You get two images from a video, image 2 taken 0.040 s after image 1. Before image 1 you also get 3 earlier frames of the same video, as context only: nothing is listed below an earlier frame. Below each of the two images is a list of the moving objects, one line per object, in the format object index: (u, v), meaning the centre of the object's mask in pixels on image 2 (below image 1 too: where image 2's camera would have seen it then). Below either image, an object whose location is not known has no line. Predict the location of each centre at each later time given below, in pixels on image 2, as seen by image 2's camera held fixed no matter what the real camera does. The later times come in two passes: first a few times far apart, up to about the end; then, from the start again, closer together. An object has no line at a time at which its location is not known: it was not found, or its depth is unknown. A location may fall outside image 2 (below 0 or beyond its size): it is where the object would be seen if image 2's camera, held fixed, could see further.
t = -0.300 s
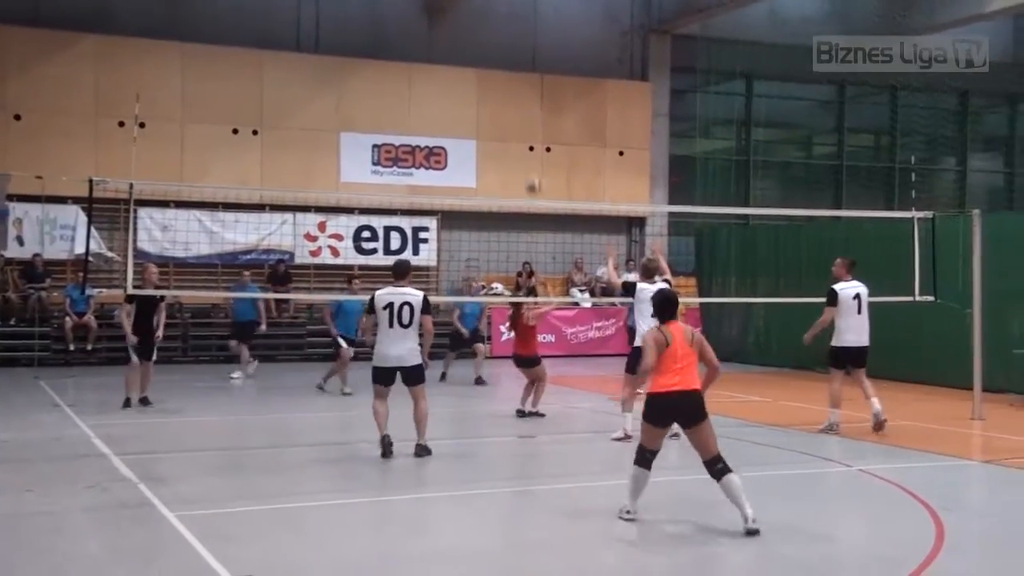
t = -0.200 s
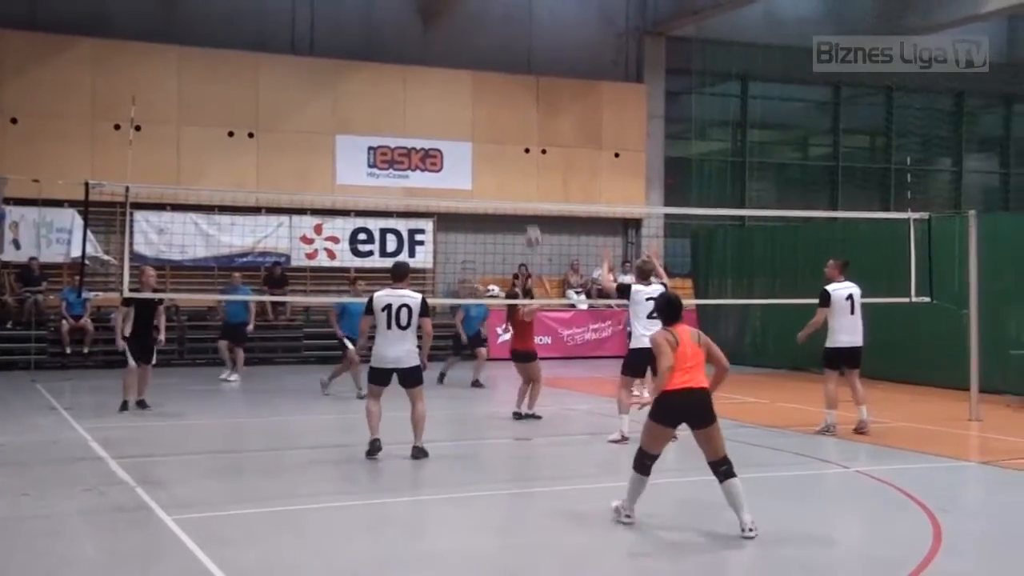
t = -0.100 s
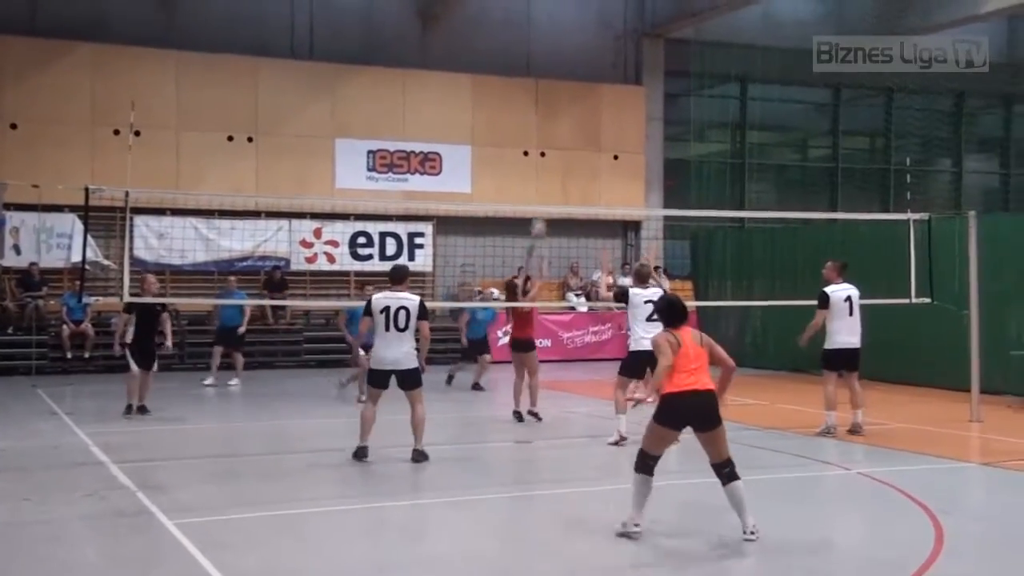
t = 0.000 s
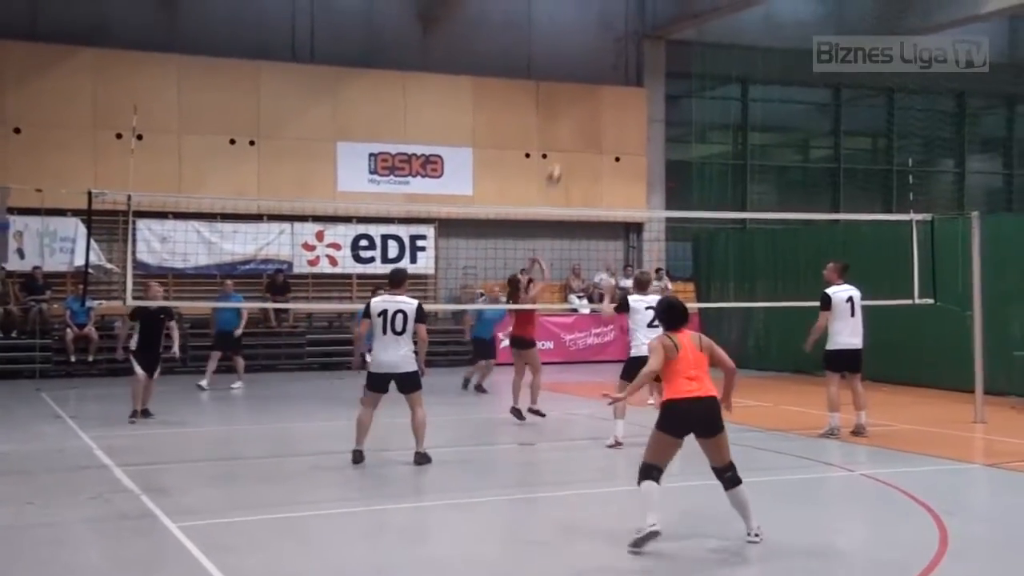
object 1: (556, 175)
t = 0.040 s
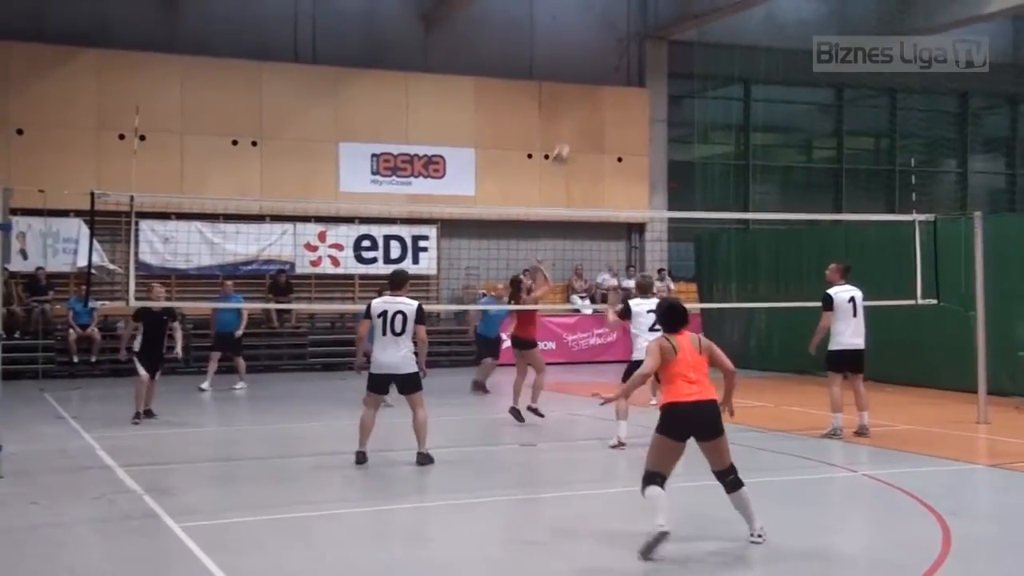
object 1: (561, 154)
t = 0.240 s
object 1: (588, 73)
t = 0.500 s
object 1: (621, 22)
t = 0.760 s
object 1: (652, 28)
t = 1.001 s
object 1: (678, 76)
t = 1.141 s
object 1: (693, 123)
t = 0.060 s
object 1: (564, 143)
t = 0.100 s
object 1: (569, 125)
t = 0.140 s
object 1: (574, 110)
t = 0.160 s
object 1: (577, 102)
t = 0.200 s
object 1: (583, 86)
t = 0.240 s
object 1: (588, 73)
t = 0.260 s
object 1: (591, 68)
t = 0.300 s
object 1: (595, 56)
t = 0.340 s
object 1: (601, 49)
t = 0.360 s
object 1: (603, 43)
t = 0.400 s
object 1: (608, 36)
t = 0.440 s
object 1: (613, 30)
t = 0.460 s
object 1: (616, 27)
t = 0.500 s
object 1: (621, 22)
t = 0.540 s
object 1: (626, 21)
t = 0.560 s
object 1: (628, 19)
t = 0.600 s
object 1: (633, 18)
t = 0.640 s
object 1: (638, 19)
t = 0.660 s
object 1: (640, 19)
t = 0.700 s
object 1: (644, 21)
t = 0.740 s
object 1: (649, 26)
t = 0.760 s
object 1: (652, 28)
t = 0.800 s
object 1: (656, 33)
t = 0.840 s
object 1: (660, 39)
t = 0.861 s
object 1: (663, 42)
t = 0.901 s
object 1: (667, 50)
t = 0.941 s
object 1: (672, 59)
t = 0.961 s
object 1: (674, 64)
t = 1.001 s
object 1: (678, 76)
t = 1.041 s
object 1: (682, 88)
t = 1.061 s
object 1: (685, 95)
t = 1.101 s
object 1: (689, 108)
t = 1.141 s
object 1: (693, 123)
